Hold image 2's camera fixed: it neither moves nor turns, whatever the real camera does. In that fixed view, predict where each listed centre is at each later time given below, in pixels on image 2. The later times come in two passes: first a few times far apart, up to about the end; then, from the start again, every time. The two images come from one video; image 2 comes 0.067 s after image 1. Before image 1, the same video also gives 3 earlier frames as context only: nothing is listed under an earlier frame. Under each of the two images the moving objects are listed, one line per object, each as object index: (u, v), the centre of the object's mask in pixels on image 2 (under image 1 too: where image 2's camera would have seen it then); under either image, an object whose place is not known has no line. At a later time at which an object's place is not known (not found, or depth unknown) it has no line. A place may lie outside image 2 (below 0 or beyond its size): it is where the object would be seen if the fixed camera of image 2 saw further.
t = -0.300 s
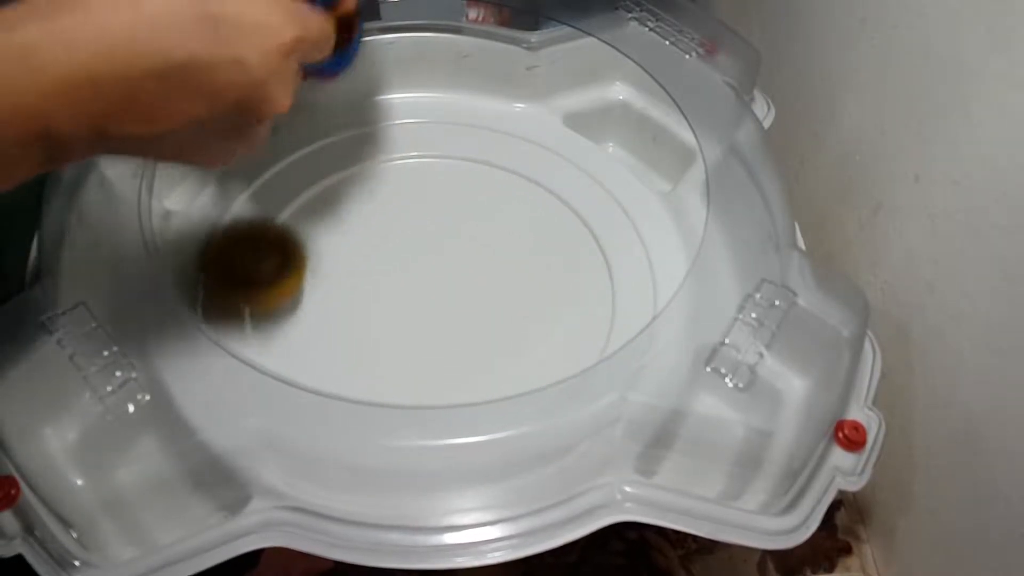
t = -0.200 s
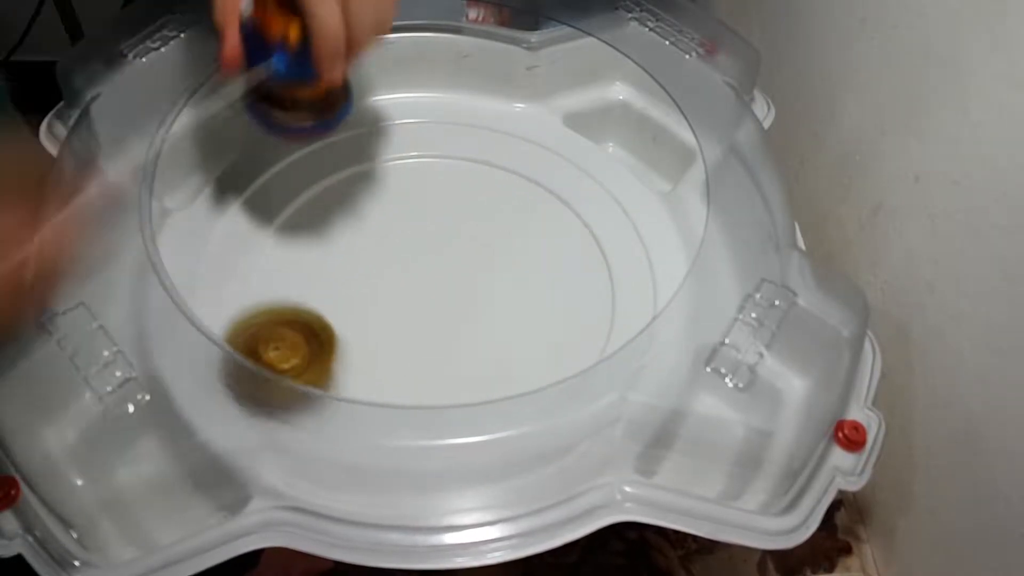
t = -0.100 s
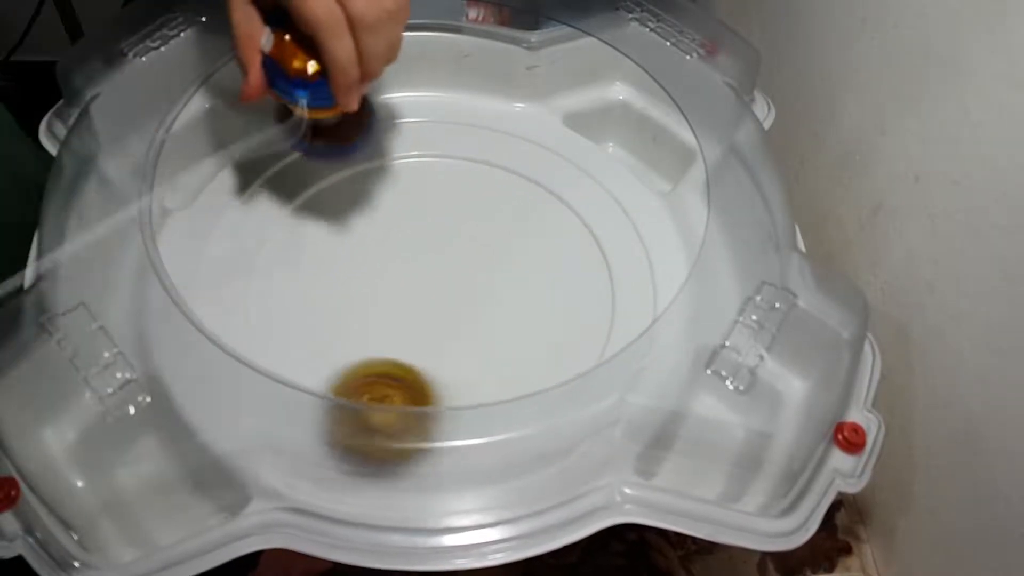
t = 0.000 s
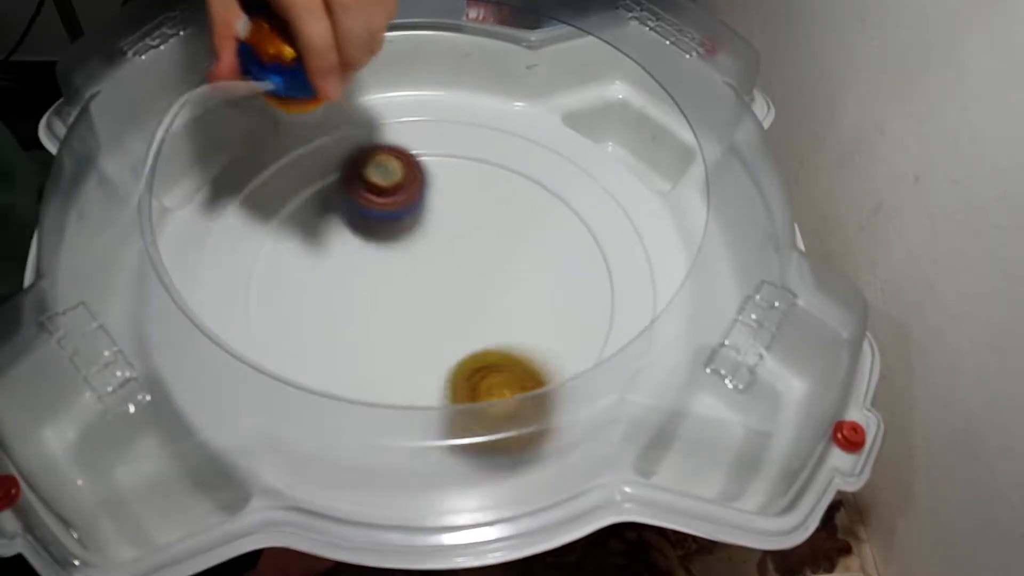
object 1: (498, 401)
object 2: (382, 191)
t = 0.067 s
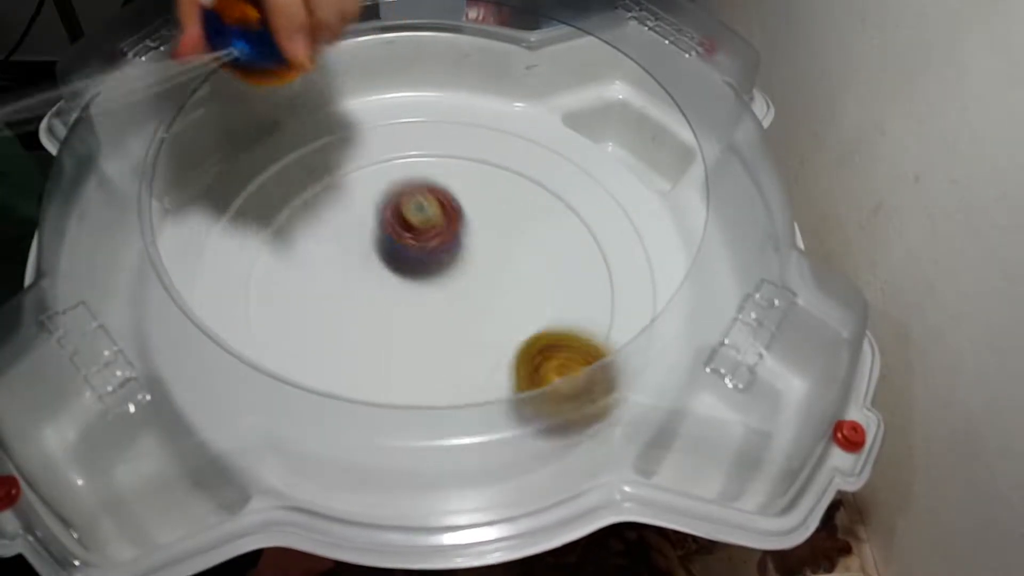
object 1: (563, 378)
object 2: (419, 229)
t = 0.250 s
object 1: (596, 240)
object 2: (507, 314)
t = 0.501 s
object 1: (412, 144)
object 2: (538, 332)
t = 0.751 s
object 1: (250, 285)
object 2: (469, 271)
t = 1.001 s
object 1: (454, 420)
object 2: (405, 273)
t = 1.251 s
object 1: (607, 270)
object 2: (440, 356)
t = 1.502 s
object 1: (453, 142)
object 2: (546, 339)
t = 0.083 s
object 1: (574, 368)
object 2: (429, 241)
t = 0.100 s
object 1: (582, 357)
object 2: (437, 250)
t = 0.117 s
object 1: (591, 345)
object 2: (446, 259)
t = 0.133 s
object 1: (596, 330)
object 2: (454, 267)
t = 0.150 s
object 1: (600, 315)
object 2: (463, 274)
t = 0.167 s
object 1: (604, 304)
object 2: (471, 283)
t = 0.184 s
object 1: (607, 292)
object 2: (479, 290)
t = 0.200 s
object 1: (606, 279)
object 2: (487, 297)
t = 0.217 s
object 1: (604, 266)
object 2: (494, 303)
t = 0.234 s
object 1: (601, 253)
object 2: (501, 309)
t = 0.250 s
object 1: (596, 240)
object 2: (507, 314)
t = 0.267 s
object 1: (590, 229)
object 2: (513, 320)
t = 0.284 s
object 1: (583, 217)
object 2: (518, 324)
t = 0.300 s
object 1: (574, 206)
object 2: (523, 328)
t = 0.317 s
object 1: (565, 196)
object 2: (527, 331)
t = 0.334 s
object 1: (554, 187)
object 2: (531, 334)
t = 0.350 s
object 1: (543, 178)
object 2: (535, 336)
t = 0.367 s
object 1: (531, 170)
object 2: (537, 338)
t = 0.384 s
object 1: (517, 164)
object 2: (539, 339)
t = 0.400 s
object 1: (505, 156)
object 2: (540, 339)
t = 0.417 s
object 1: (491, 149)
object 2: (541, 339)
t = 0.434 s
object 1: (477, 143)
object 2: (542, 338)
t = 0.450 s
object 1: (461, 142)
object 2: (541, 337)
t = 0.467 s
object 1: (445, 141)
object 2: (541, 336)
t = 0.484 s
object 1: (429, 143)
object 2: (540, 334)
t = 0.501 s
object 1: (412, 144)
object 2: (538, 332)
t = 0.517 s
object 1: (395, 146)
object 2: (535, 329)
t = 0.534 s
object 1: (379, 151)
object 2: (532, 326)
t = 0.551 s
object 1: (362, 156)
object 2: (529, 322)
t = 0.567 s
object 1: (347, 162)
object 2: (526, 319)
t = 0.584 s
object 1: (332, 168)
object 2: (522, 315)
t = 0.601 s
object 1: (318, 175)
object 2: (517, 311)
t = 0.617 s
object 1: (304, 184)
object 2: (513, 307)
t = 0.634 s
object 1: (291, 193)
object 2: (508, 302)
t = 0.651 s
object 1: (280, 203)
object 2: (503, 298)
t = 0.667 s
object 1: (270, 215)
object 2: (498, 293)
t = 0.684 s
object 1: (262, 228)
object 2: (492, 289)
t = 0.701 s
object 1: (256, 241)
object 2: (487, 284)
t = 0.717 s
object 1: (252, 255)
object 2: (481, 279)
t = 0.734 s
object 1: (250, 270)
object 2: (475, 275)
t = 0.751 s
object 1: (250, 285)
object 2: (469, 271)
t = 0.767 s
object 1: (253, 299)
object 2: (464, 267)
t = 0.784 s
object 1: (259, 311)
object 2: (458, 263)
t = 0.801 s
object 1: (267, 322)
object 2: (453, 260)
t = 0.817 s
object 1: (277, 333)
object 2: (448, 258)
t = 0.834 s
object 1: (288, 343)
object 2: (443, 256)
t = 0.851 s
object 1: (301, 352)
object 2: (438, 255)
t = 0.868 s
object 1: (315, 360)
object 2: (434, 254)
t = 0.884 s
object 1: (329, 367)
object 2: (430, 255)
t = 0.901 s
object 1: (345, 374)
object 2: (425, 256)
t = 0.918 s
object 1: (361, 388)
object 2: (421, 257)
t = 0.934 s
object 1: (375, 410)
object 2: (418, 259)
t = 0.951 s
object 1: (395, 416)
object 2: (414, 261)
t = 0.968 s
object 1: (414, 420)
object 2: (411, 265)
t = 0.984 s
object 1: (434, 421)
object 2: (408, 268)
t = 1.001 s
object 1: (454, 420)
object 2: (405, 273)
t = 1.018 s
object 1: (473, 417)
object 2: (403, 277)
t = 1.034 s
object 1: (494, 412)
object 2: (402, 282)
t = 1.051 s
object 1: (511, 407)
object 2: (401, 288)
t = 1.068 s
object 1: (527, 400)
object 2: (401, 294)
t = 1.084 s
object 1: (541, 390)
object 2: (401, 300)
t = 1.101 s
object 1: (555, 379)
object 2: (403, 306)
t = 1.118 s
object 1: (567, 370)
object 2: (404, 313)
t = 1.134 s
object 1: (577, 360)
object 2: (406, 319)
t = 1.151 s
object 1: (587, 350)
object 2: (409, 325)
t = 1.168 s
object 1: (589, 329)
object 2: (413, 331)
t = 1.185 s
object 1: (597, 318)
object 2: (417, 337)
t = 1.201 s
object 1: (603, 307)
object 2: (422, 343)
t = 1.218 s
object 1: (607, 296)
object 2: (427, 348)
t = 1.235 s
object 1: (608, 283)
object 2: (433, 352)
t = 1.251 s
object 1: (607, 270)
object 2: (440, 356)
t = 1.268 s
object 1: (605, 257)
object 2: (447, 359)
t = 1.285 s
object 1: (601, 245)
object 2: (455, 361)
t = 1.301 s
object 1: (596, 232)
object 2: (462, 362)
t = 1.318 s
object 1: (589, 220)
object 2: (469, 363)
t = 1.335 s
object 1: (582, 209)
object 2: (477, 363)
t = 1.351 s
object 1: (573, 199)
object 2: (485, 363)
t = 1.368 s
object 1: (563, 189)
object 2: (493, 362)
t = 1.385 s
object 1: (553, 180)
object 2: (500, 361)
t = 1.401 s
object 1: (540, 171)
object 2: (508, 359)
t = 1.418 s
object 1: (527, 165)
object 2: (515, 357)
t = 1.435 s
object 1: (514, 158)
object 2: (522, 354)
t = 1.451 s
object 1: (500, 153)
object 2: (529, 351)
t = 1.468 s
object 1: (485, 148)
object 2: (535, 347)
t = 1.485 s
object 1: (469, 144)
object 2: (541, 343)
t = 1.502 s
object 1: (453, 142)
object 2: (546, 339)
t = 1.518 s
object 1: (437, 142)
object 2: (551, 333)
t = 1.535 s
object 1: (421, 141)
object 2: (554, 326)
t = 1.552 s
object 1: (404, 143)
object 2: (557, 319)
